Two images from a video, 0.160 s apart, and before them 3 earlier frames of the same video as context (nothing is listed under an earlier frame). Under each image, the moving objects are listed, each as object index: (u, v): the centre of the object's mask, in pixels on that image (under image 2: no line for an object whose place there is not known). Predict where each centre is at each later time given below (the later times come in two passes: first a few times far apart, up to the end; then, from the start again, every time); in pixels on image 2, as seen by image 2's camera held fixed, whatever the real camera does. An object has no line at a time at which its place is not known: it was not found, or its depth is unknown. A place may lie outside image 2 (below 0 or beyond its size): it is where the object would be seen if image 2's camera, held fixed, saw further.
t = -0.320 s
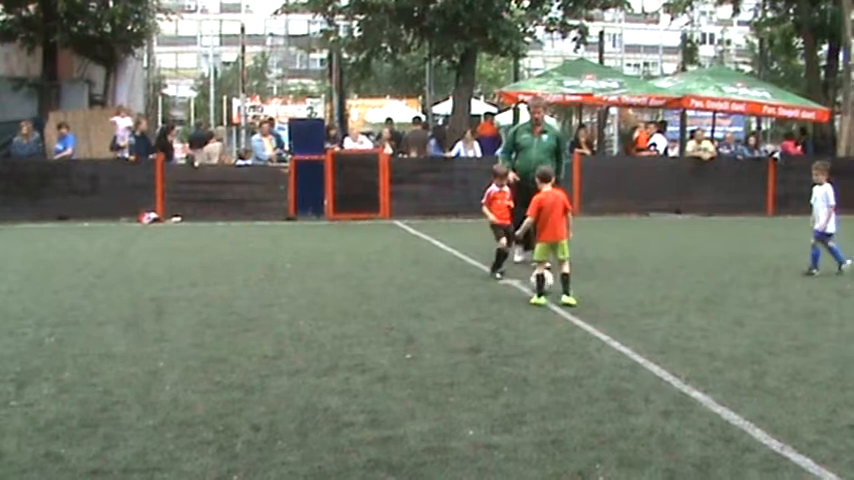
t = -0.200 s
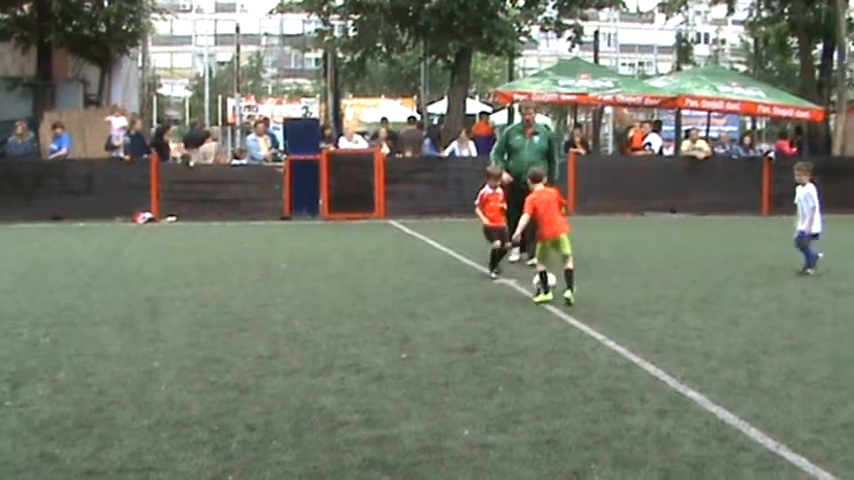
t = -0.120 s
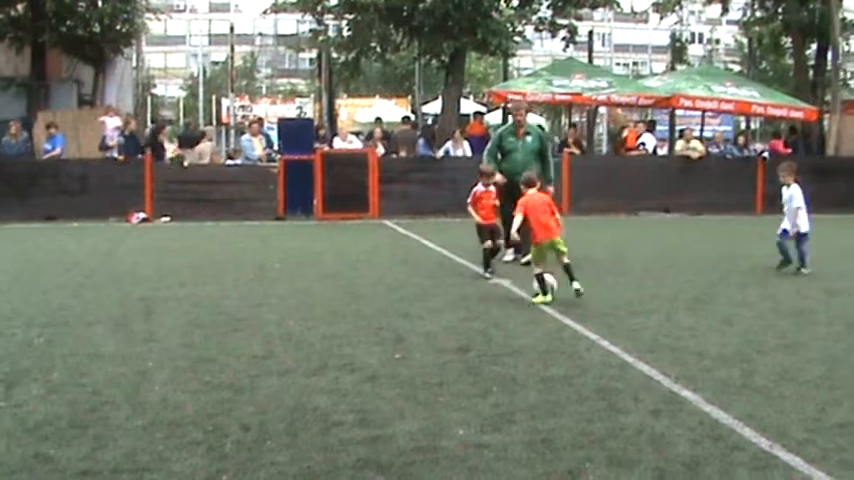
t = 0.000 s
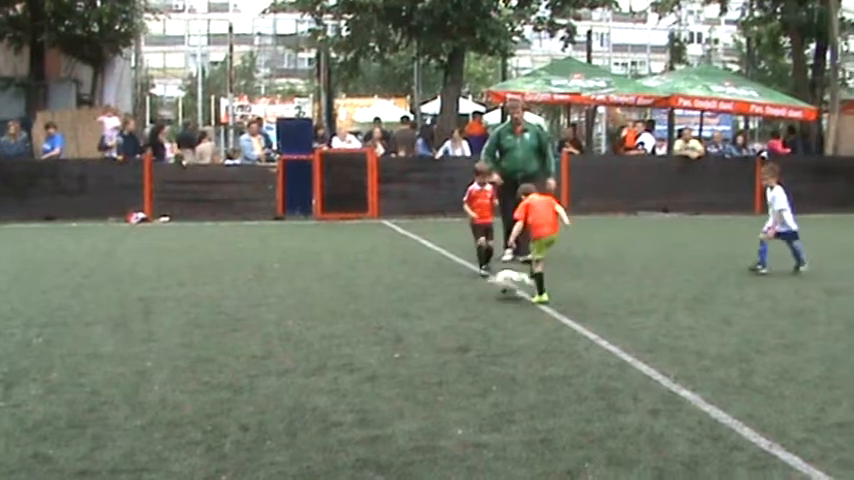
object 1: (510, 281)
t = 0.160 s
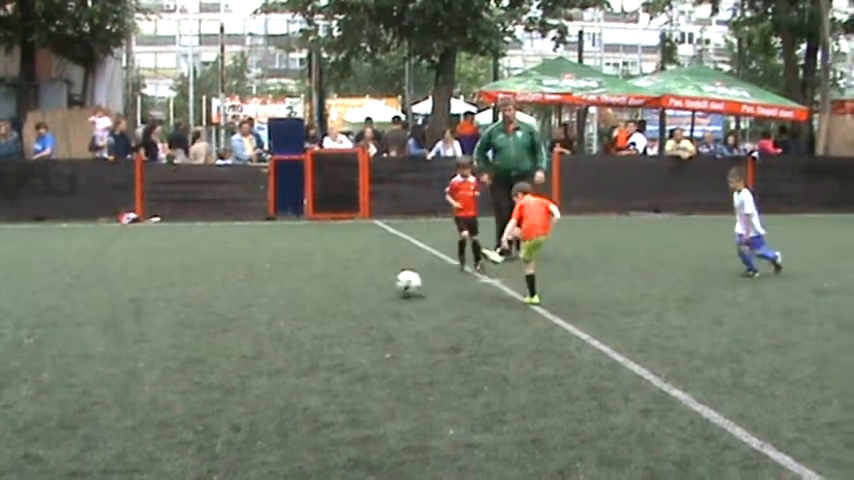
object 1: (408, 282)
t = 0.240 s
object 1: (370, 279)
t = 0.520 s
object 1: (265, 283)
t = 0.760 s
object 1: (187, 284)
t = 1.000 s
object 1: (116, 284)
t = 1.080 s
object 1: (93, 284)
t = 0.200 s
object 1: (389, 279)
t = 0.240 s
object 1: (370, 279)
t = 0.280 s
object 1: (352, 281)
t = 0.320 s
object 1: (335, 284)
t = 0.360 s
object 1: (320, 282)
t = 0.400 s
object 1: (306, 280)
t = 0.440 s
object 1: (291, 281)
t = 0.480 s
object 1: (278, 284)
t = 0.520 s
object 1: (265, 283)
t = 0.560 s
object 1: (251, 281)
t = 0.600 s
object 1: (238, 282)
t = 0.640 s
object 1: (226, 285)
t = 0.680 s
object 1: (213, 283)
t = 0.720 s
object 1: (199, 283)
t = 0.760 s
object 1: (187, 284)
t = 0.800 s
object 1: (175, 284)
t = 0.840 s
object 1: (163, 284)
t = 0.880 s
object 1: (151, 285)
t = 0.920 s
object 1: (139, 285)
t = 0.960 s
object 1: (127, 284)
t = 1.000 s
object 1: (116, 284)
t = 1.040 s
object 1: (104, 284)
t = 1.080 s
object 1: (93, 284)
